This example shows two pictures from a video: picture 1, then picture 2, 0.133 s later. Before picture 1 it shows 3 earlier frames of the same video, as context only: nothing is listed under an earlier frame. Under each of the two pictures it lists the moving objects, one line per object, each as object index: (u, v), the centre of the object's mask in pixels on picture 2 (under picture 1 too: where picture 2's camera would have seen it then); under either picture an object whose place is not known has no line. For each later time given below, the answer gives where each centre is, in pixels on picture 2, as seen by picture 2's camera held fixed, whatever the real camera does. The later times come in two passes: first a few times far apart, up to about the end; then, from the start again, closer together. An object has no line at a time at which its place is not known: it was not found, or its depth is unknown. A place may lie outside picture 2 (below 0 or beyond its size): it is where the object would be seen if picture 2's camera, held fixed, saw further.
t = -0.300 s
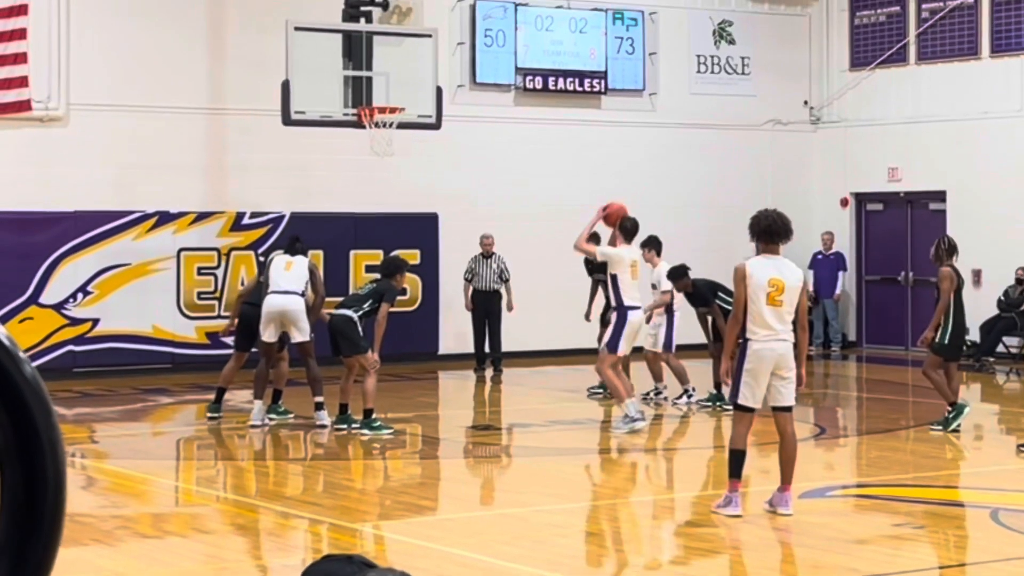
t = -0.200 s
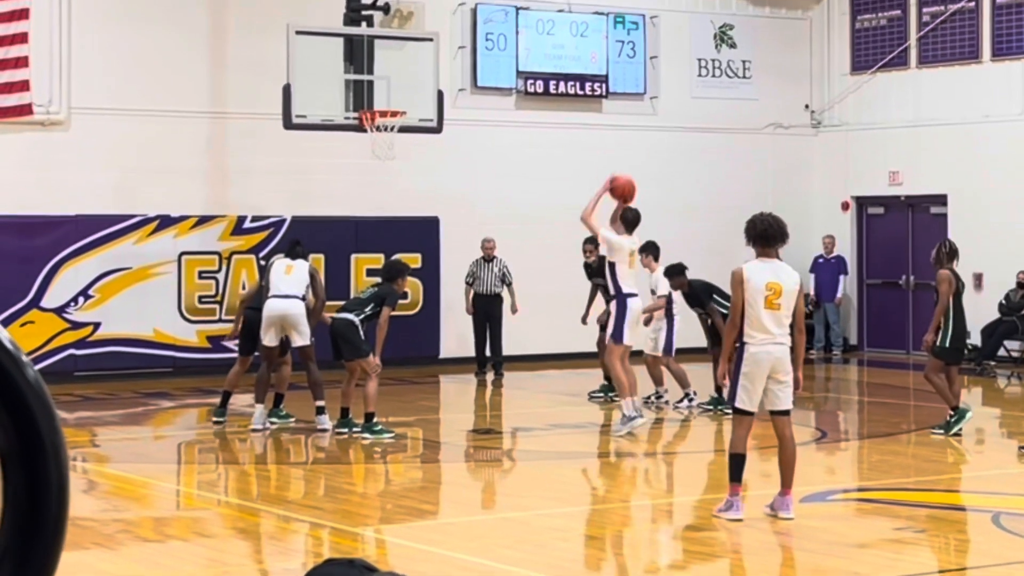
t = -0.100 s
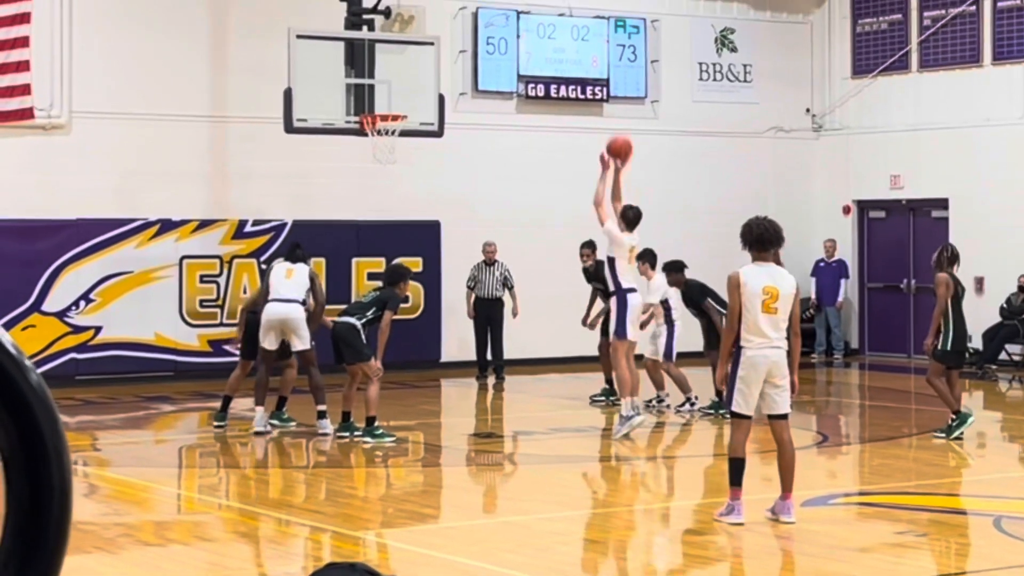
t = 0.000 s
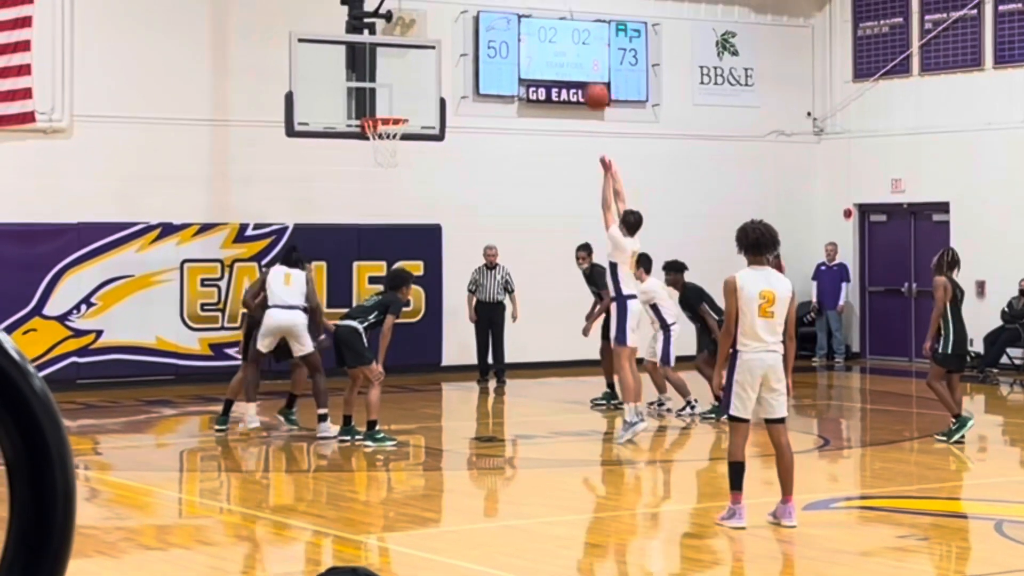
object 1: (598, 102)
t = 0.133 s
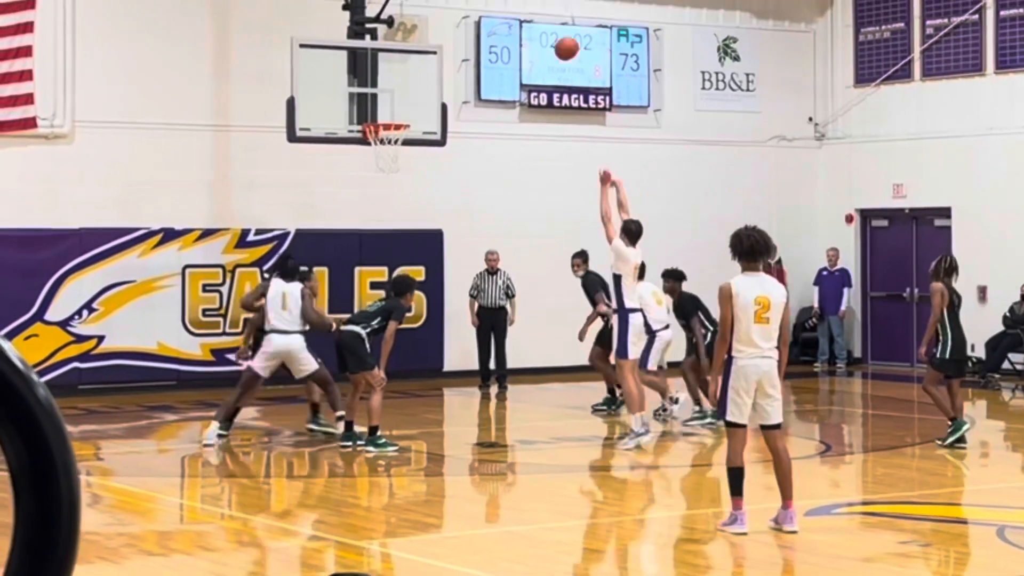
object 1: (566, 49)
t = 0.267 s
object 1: (536, 16)
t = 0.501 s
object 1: (488, 3)
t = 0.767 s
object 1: (438, 53)
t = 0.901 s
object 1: (415, 100)
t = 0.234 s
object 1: (544, 22)
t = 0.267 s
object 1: (536, 16)
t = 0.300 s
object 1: (529, 11)
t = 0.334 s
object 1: (522, 6)
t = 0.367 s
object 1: (515, 3)
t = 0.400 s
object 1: (508, 2)
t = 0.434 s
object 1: (501, 1)
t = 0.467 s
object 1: (495, 1)
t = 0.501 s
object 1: (488, 3)
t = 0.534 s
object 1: (481, 6)
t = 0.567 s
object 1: (475, 10)
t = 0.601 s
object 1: (468, 15)
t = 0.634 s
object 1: (462, 20)
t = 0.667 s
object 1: (456, 27)
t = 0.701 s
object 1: (450, 34)
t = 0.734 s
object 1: (444, 43)
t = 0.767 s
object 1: (438, 53)
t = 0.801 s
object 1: (432, 63)
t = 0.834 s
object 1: (426, 74)
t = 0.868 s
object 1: (420, 87)
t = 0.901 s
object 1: (415, 100)
